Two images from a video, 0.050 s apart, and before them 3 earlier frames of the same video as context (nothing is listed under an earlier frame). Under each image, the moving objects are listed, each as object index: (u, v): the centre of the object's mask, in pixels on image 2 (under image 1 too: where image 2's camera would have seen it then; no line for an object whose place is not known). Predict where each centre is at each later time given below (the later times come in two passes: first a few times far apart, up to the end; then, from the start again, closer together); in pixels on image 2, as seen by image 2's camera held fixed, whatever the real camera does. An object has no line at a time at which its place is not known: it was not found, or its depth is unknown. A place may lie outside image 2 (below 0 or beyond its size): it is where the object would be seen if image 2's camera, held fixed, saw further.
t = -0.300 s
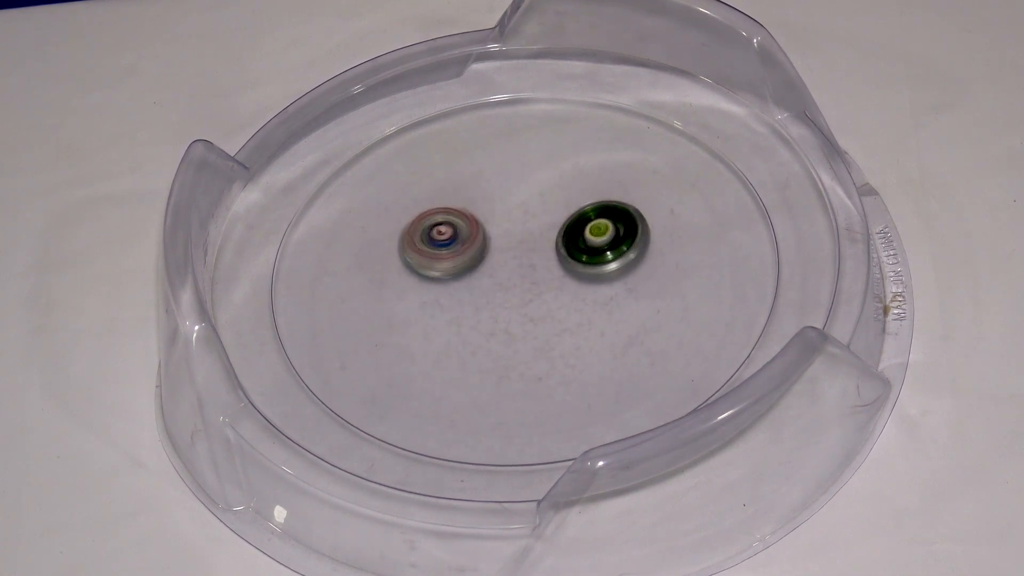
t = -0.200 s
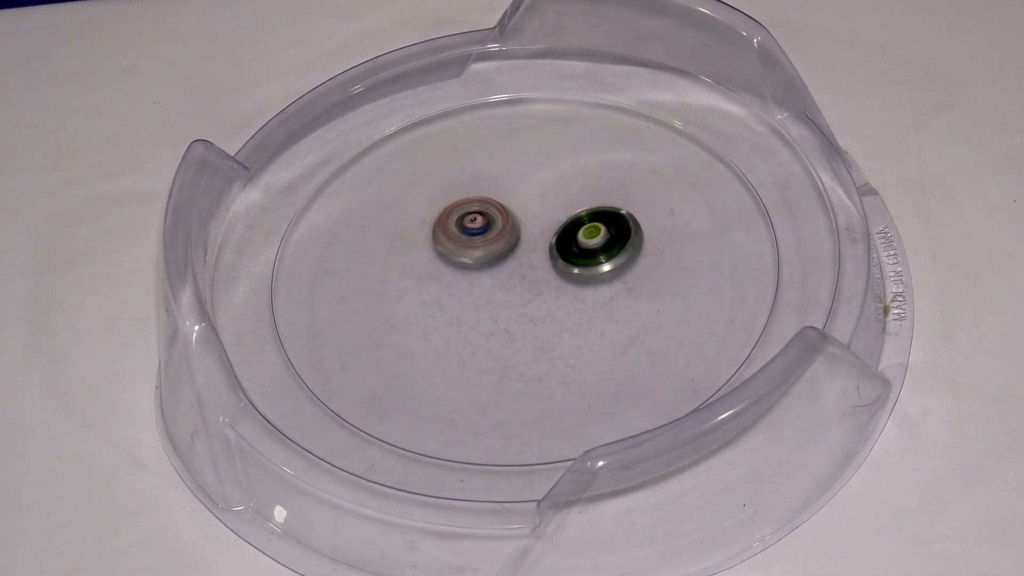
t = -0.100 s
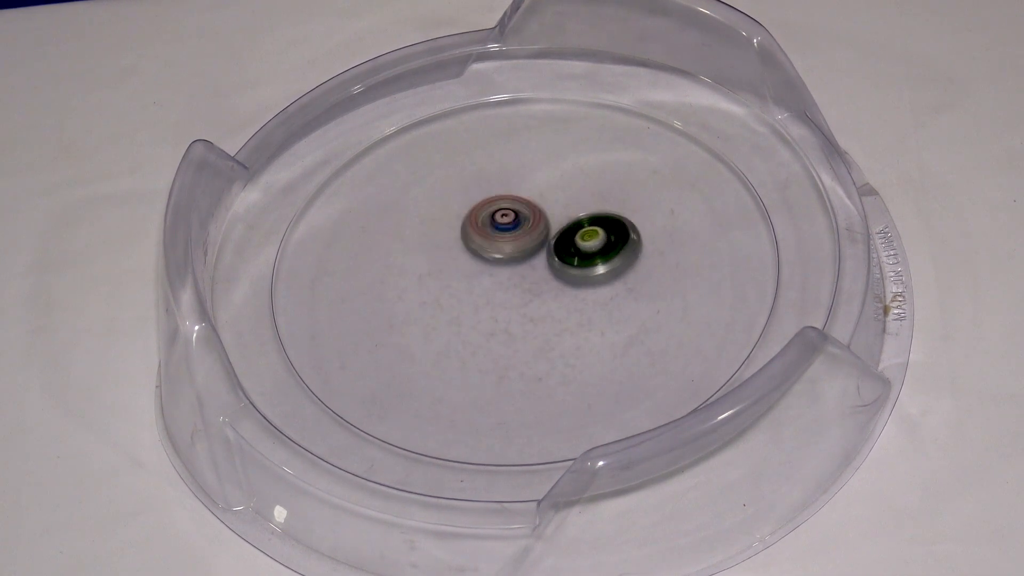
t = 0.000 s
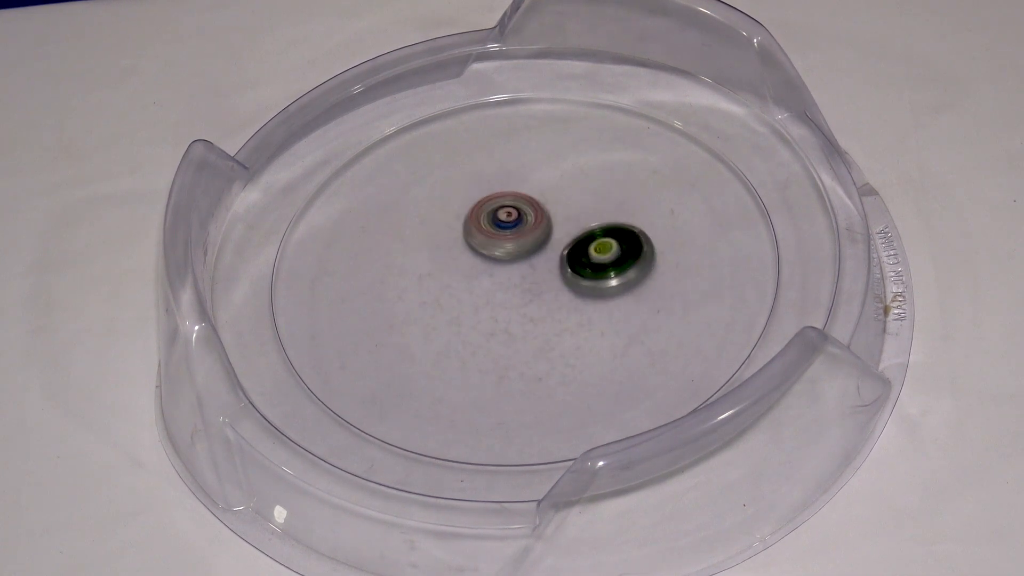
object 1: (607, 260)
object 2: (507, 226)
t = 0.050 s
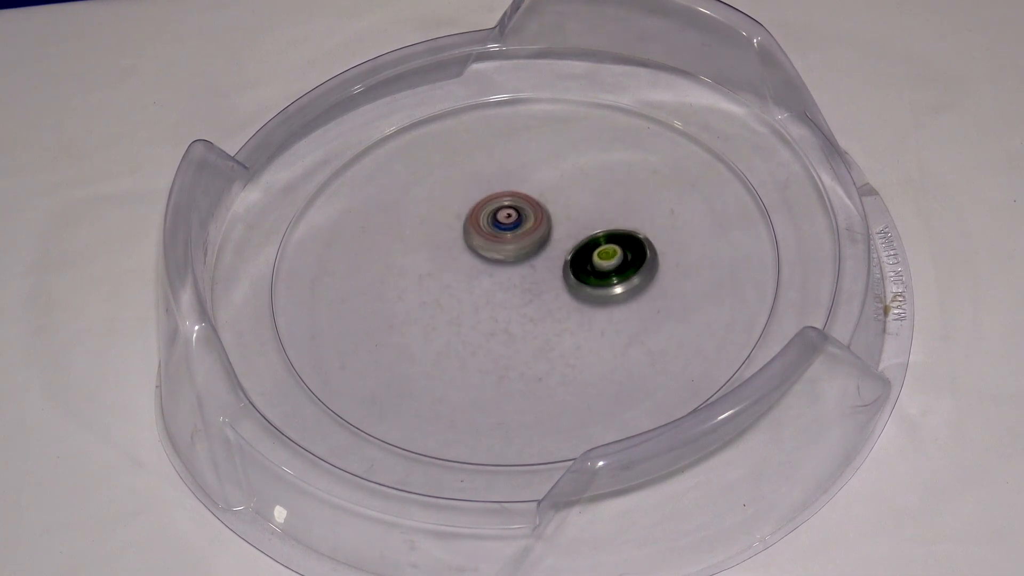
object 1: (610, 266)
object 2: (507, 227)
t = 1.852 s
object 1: (576, 227)
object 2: (530, 296)
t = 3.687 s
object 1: (459, 277)
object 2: (585, 306)
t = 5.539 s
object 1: (486, 352)
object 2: (597, 236)
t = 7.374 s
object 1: (514, 291)
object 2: (587, 239)
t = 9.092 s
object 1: (497, 281)
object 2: (592, 270)
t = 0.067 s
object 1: (610, 268)
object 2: (509, 228)
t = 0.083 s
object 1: (609, 269)
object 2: (512, 229)
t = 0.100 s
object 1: (607, 270)
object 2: (516, 231)
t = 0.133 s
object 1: (604, 271)
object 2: (524, 234)
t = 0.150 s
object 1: (603, 271)
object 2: (528, 236)
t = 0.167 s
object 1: (607, 273)
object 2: (527, 235)
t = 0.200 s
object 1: (614, 277)
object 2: (521, 234)
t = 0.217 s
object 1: (616, 279)
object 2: (520, 234)
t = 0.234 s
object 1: (617, 281)
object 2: (519, 235)
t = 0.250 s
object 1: (616, 282)
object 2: (519, 236)
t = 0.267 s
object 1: (615, 283)
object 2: (519, 237)
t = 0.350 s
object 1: (609, 283)
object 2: (526, 252)
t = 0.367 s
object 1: (608, 282)
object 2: (526, 255)
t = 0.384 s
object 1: (608, 282)
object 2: (525, 258)
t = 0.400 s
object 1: (612, 283)
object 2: (520, 260)
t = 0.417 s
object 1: (618, 284)
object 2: (510, 263)
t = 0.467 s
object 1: (629, 286)
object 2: (488, 266)
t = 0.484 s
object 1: (630, 287)
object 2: (483, 269)
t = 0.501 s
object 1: (630, 287)
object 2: (479, 270)
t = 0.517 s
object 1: (629, 287)
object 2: (476, 272)
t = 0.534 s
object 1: (628, 286)
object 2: (475, 273)
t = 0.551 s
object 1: (627, 286)
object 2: (474, 275)
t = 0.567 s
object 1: (626, 286)
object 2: (472, 277)
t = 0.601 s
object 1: (624, 285)
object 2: (471, 280)
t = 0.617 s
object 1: (623, 284)
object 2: (471, 281)
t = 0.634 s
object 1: (621, 283)
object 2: (470, 282)
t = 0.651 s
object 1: (619, 283)
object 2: (470, 284)
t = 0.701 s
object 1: (614, 281)
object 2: (470, 288)
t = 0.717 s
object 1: (612, 281)
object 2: (471, 289)
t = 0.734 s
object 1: (611, 280)
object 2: (471, 290)
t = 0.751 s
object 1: (609, 280)
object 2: (472, 291)
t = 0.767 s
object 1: (608, 279)
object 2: (473, 292)
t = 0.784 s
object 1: (606, 278)
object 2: (475, 293)
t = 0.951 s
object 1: (590, 271)
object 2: (496, 304)
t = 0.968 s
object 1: (588, 270)
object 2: (498, 305)
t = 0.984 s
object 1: (587, 269)
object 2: (501, 306)
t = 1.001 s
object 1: (585, 268)
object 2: (504, 308)
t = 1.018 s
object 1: (583, 266)
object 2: (505, 310)
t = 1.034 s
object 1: (583, 264)
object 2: (504, 313)
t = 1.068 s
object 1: (582, 261)
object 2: (505, 317)
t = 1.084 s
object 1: (581, 260)
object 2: (506, 318)
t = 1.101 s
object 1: (580, 258)
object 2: (506, 320)
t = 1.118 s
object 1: (578, 257)
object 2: (506, 320)
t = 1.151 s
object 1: (576, 255)
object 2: (506, 322)
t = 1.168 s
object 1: (575, 254)
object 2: (506, 323)
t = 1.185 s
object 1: (573, 253)
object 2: (506, 323)
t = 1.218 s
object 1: (571, 252)
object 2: (507, 322)
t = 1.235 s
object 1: (571, 251)
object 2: (507, 322)
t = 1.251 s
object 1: (570, 251)
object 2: (507, 321)
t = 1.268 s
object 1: (569, 251)
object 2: (508, 320)
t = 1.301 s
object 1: (568, 250)
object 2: (509, 319)
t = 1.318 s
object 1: (568, 249)
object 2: (510, 317)
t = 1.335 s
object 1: (567, 249)
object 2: (512, 315)
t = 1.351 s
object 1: (567, 249)
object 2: (513, 313)
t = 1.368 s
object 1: (567, 249)
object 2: (513, 314)
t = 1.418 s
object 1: (580, 230)
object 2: (499, 329)
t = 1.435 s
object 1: (582, 226)
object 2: (496, 333)
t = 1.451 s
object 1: (585, 223)
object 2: (493, 334)
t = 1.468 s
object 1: (587, 220)
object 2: (491, 336)
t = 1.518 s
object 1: (589, 214)
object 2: (486, 336)
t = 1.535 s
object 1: (589, 214)
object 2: (485, 335)
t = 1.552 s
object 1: (589, 213)
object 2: (485, 334)
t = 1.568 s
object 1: (589, 214)
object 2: (484, 333)
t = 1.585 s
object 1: (589, 214)
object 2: (484, 332)
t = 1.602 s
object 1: (588, 214)
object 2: (485, 330)
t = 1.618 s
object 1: (588, 214)
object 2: (486, 328)
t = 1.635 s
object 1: (587, 215)
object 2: (487, 326)
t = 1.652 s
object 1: (586, 215)
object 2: (490, 324)
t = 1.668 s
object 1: (586, 216)
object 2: (492, 322)
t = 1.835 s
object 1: (577, 226)
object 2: (527, 298)
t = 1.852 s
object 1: (576, 227)
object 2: (530, 296)
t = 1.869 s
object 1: (576, 227)
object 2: (534, 296)
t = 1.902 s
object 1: (578, 219)
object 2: (535, 305)
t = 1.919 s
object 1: (578, 215)
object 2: (535, 309)
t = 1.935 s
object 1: (579, 213)
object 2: (536, 313)
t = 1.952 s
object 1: (579, 213)
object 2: (536, 315)
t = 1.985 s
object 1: (578, 213)
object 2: (538, 319)
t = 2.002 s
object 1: (577, 214)
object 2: (539, 320)
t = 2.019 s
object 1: (576, 215)
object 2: (540, 320)
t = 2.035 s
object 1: (575, 215)
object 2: (542, 320)
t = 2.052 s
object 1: (573, 216)
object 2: (543, 319)
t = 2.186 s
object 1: (561, 225)
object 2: (554, 299)
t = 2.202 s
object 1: (559, 227)
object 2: (555, 297)
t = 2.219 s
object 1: (554, 222)
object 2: (558, 297)
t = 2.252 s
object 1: (545, 216)
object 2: (561, 305)
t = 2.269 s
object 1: (540, 213)
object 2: (564, 309)
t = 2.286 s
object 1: (535, 212)
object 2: (565, 311)
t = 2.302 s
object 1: (530, 211)
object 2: (566, 313)
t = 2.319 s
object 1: (524, 211)
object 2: (567, 314)
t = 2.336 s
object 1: (518, 211)
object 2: (567, 315)
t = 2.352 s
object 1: (512, 212)
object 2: (567, 314)
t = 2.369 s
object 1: (507, 212)
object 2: (567, 314)
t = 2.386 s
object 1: (502, 214)
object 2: (566, 313)
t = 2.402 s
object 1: (497, 215)
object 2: (566, 311)
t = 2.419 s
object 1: (493, 217)
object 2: (565, 309)
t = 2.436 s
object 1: (489, 219)
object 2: (565, 308)
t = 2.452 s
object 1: (486, 221)
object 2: (563, 305)
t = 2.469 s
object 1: (484, 223)
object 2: (562, 302)
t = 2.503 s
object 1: (481, 227)
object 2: (560, 297)
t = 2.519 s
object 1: (481, 229)
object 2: (560, 295)
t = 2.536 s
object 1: (480, 231)
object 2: (558, 293)
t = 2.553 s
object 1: (481, 233)
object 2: (557, 290)
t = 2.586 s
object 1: (481, 236)
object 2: (555, 286)
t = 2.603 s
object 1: (482, 238)
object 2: (554, 283)
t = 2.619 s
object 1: (481, 238)
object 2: (555, 283)
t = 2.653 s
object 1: (473, 231)
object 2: (566, 288)
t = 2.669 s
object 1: (471, 230)
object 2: (570, 290)
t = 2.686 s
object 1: (469, 228)
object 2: (574, 292)
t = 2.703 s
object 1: (469, 228)
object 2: (576, 293)
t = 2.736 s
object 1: (469, 228)
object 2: (580, 294)
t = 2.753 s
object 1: (469, 229)
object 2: (580, 293)
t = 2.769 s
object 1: (469, 230)
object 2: (581, 293)
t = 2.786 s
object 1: (470, 230)
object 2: (581, 294)
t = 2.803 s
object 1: (470, 230)
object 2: (580, 293)
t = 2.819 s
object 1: (470, 231)
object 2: (581, 293)
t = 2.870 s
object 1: (470, 232)
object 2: (580, 292)
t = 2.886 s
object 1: (470, 233)
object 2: (578, 292)
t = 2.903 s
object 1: (470, 233)
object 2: (578, 291)
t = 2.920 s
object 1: (470, 234)
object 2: (577, 291)
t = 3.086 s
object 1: (477, 243)
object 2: (564, 282)
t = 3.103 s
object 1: (479, 246)
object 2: (562, 280)
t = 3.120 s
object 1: (479, 247)
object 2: (564, 280)
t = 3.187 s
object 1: (479, 251)
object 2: (575, 283)
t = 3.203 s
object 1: (480, 253)
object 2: (577, 284)
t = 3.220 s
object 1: (481, 255)
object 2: (579, 285)
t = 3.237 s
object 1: (483, 257)
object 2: (580, 287)
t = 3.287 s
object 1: (490, 266)
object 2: (579, 291)
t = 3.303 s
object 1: (492, 269)
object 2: (579, 293)
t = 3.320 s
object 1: (493, 271)
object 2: (579, 295)
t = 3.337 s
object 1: (489, 272)
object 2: (586, 297)
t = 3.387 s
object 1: (481, 276)
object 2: (599, 304)
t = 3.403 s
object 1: (479, 277)
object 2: (600, 306)
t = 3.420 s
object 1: (479, 278)
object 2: (601, 307)
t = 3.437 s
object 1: (478, 280)
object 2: (600, 309)
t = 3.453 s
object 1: (478, 281)
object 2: (599, 310)
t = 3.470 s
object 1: (478, 281)
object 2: (597, 312)
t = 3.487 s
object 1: (478, 282)
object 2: (595, 312)
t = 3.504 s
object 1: (479, 282)
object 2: (592, 312)
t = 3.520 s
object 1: (478, 282)
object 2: (588, 313)
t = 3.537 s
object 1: (479, 283)
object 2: (584, 312)
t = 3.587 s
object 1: (479, 284)
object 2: (574, 310)
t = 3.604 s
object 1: (479, 284)
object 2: (571, 309)
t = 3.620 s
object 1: (479, 285)
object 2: (568, 307)
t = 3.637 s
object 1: (474, 283)
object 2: (572, 307)
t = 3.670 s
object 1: (462, 279)
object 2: (581, 307)
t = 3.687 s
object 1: (459, 277)
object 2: (585, 306)
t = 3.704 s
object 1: (457, 275)
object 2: (587, 306)
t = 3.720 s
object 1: (455, 274)
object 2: (590, 305)
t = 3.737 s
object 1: (454, 274)
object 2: (591, 303)
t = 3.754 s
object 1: (453, 273)
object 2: (592, 302)
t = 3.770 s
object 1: (453, 273)
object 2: (592, 301)
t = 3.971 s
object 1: (462, 277)
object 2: (587, 283)
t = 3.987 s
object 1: (463, 277)
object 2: (586, 281)
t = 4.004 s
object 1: (464, 278)
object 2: (586, 279)
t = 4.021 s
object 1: (465, 278)
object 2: (587, 277)
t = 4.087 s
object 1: (477, 278)
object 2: (587, 268)
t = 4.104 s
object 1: (482, 278)
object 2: (588, 267)
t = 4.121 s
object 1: (488, 278)
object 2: (587, 266)
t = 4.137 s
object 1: (493, 278)
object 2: (588, 265)
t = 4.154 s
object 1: (496, 279)
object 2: (592, 262)
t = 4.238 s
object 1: (500, 284)
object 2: (611, 250)
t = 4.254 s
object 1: (501, 284)
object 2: (613, 250)
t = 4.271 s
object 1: (501, 285)
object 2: (612, 250)
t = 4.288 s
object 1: (502, 285)
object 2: (612, 250)
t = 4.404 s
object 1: (508, 289)
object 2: (601, 257)
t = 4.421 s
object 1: (510, 290)
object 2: (598, 257)
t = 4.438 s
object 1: (510, 291)
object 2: (595, 258)
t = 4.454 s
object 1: (509, 292)
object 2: (593, 259)
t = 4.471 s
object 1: (503, 295)
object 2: (596, 257)
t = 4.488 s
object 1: (496, 299)
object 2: (603, 255)
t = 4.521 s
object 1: (482, 307)
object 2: (614, 250)
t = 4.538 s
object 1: (477, 311)
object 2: (617, 249)
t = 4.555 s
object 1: (473, 315)
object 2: (620, 248)
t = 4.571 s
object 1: (471, 319)
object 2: (621, 248)
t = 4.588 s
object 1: (469, 322)
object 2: (621, 249)
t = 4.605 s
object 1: (467, 326)
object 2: (620, 250)
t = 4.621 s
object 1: (466, 330)
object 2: (618, 251)
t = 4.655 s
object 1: (465, 336)
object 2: (612, 256)
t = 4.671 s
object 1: (465, 338)
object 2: (608, 259)
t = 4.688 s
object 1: (465, 340)
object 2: (605, 260)
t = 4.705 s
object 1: (466, 341)
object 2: (602, 262)
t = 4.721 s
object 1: (467, 342)
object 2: (599, 264)
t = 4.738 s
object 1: (468, 342)
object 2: (595, 265)
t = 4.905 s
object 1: (484, 336)
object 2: (563, 282)
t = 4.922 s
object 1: (486, 334)
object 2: (560, 283)
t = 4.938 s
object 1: (488, 334)
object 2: (558, 285)
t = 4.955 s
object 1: (488, 334)
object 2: (556, 285)
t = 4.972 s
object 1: (488, 335)
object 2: (558, 284)
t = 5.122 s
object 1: (488, 336)
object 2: (560, 273)
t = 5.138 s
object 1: (488, 336)
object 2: (560, 270)
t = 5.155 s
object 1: (488, 335)
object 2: (560, 270)
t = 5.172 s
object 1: (489, 335)
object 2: (559, 269)
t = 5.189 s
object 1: (491, 334)
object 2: (559, 270)
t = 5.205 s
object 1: (492, 334)
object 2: (557, 270)
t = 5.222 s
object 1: (494, 333)
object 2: (557, 272)
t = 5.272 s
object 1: (497, 332)
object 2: (553, 275)
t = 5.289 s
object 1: (498, 332)
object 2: (553, 276)
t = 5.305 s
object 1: (497, 333)
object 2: (552, 276)
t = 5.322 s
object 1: (496, 334)
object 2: (553, 275)
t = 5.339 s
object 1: (489, 340)
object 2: (558, 268)
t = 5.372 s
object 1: (483, 347)
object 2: (570, 255)
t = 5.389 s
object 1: (480, 349)
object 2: (577, 250)
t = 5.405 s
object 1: (479, 351)
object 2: (581, 245)
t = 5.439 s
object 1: (479, 354)
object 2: (587, 238)
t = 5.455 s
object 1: (479, 355)
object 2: (590, 236)
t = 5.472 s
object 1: (481, 354)
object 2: (591, 235)
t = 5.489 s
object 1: (482, 355)
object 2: (594, 234)
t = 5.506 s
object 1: (483, 354)
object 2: (595, 234)
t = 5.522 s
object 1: (484, 353)
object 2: (597, 235)
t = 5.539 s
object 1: (486, 352)
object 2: (597, 236)
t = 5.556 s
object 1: (488, 351)
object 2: (599, 237)
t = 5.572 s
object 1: (490, 349)
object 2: (598, 237)
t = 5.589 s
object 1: (492, 348)
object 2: (599, 239)
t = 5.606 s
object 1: (494, 346)
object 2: (597, 241)
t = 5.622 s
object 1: (497, 345)
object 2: (597, 244)
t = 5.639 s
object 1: (499, 343)
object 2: (595, 246)
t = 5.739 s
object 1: (516, 329)
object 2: (581, 258)
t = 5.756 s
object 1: (519, 325)
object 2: (579, 260)
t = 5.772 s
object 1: (523, 322)
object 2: (576, 261)
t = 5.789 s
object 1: (525, 320)
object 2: (577, 260)
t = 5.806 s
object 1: (525, 321)
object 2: (576, 256)
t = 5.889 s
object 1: (528, 320)
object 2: (579, 242)
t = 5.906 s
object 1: (529, 320)
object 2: (578, 240)
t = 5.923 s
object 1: (530, 319)
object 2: (576, 240)
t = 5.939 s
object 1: (532, 318)
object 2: (574, 241)
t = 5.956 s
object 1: (533, 317)
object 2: (573, 242)
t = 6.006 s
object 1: (538, 314)
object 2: (571, 246)
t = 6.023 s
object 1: (540, 314)
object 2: (570, 247)
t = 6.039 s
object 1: (540, 316)
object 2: (571, 246)
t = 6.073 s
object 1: (539, 319)
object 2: (571, 247)
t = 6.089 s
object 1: (540, 319)
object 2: (571, 246)
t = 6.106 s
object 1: (541, 320)
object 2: (571, 247)
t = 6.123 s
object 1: (541, 321)
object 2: (571, 248)
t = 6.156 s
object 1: (544, 322)
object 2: (570, 250)
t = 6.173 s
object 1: (545, 322)
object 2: (569, 252)
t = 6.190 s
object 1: (546, 322)
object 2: (570, 253)
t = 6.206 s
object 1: (546, 322)
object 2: (570, 255)
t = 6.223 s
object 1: (546, 323)
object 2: (570, 256)
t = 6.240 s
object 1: (545, 324)
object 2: (570, 256)
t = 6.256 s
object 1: (544, 324)
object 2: (570, 257)
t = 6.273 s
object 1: (543, 325)
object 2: (570, 257)
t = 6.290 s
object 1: (541, 327)
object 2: (570, 256)
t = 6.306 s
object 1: (539, 328)
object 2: (572, 254)
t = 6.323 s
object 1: (538, 329)
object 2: (571, 253)
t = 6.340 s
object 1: (537, 329)
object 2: (572, 254)
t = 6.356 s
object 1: (535, 330)
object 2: (573, 254)
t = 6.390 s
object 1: (534, 330)
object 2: (577, 256)
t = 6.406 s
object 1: (533, 330)
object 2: (578, 256)
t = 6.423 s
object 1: (532, 329)
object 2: (580, 257)
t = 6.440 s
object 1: (532, 328)
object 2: (580, 258)
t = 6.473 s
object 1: (531, 326)
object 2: (580, 262)
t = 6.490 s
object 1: (530, 325)
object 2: (579, 263)
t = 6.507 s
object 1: (529, 324)
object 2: (580, 264)
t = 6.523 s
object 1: (526, 325)
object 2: (580, 261)
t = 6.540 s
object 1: (524, 326)
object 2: (582, 260)
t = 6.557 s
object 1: (521, 326)
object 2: (582, 258)
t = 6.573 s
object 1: (520, 325)
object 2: (581, 258)
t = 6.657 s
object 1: (515, 317)
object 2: (577, 260)
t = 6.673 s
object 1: (515, 316)
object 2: (576, 261)
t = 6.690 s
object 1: (512, 314)
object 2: (576, 259)
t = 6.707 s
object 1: (506, 317)
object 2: (580, 253)
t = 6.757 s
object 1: (495, 319)
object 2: (588, 238)
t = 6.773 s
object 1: (493, 319)
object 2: (590, 236)
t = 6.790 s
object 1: (492, 318)
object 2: (591, 234)
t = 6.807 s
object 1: (493, 317)
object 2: (591, 233)
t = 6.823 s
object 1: (495, 317)
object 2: (591, 232)
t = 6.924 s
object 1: (503, 308)
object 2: (589, 228)
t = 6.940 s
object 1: (505, 305)
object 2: (589, 227)
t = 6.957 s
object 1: (507, 302)
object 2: (588, 228)
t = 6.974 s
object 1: (509, 300)
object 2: (587, 229)
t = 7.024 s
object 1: (516, 292)
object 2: (583, 232)
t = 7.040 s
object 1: (519, 289)
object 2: (581, 232)
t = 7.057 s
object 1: (521, 288)
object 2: (583, 231)
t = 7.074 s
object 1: (521, 287)
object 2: (584, 230)
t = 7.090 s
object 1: (522, 286)
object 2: (584, 229)
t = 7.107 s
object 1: (522, 286)
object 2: (584, 229)
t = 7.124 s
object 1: (521, 288)
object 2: (586, 228)
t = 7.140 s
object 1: (520, 289)
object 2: (587, 225)
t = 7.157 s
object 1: (519, 291)
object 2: (588, 225)
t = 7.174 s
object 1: (517, 291)
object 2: (588, 225)
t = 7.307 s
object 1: (517, 290)
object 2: (586, 232)
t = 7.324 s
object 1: (517, 289)
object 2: (585, 234)
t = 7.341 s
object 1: (517, 289)
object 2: (584, 236)
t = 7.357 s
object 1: (517, 289)
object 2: (585, 238)
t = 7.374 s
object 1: (514, 291)
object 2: (587, 239)
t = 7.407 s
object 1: (509, 293)
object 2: (592, 238)
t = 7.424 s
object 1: (507, 294)
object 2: (593, 237)
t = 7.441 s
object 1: (506, 294)
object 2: (593, 238)
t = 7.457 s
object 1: (504, 294)
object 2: (593, 239)
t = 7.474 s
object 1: (503, 295)
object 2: (593, 240)
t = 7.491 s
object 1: (502, 294)
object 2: (592, 242)
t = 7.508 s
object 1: (502, 294)
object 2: (593, 245)
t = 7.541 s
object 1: (502, 293)
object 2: (594, 249)
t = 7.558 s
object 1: (501, 293)
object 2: (594, 252)
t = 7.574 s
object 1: (502, 292)
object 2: (594, 253)
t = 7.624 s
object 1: (503, 291)
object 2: (594, 258)
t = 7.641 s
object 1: (504, 290)
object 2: (593, 260)
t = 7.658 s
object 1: (504, 290)
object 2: (594, 263)
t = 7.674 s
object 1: (503, 290)
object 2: (595, 264)
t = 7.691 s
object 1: (504, 290)
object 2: (596, 264)
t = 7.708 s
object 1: (505, 289)
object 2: (596, 266)
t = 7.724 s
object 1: (507, 288)
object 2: (597, 266)
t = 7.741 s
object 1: (507, 287)
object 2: (597, 265)
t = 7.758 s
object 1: (507, 287)
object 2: (599, 265)
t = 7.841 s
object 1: (507, 289)
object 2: (600, 263)
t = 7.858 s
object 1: (509, 289)
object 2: (599, 263)
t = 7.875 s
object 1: (508, 290)
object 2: (601, 263)
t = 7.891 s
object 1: (507, 290)
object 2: (604, 262)
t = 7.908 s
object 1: (507, 290)
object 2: (604, 262)
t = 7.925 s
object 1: (507, 291)
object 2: (605, 262)
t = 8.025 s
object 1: (511, 290)
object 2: (606, 263)
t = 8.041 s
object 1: (512, 290)
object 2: (606, 263)
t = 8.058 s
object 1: (514, 290)
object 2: (606, 264)
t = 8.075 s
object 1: (515, 290)
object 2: (606, 264)
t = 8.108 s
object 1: (517, 290)
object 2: (606, 264)
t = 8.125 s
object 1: (518, 290)
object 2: (606, 263)
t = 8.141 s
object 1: (517, 290)
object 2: (606, 262)
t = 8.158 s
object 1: (513, 290)
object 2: (610, 261)
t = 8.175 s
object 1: (509, 289)
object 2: (613, 261)
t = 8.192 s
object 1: (507, 288)
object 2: (614, 260)
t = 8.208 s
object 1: (504, 287)
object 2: (615, 260)
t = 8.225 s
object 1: (503, 287)
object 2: (615, 260)
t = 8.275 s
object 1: (503, 286)
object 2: (612, 261)
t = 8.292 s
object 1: (503, 285)
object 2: (611, 262)
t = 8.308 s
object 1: (503, 286)
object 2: (609, 264)
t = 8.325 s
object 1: (503, 286)
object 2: (607, 266)
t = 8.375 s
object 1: (501, 285)
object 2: (603, 270)
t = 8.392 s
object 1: (500, 285)
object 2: (602, 271)
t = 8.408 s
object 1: (500, 285)
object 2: (601, 273)
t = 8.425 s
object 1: (500, 285)
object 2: (600, 274)
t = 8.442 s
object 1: (500, 285)
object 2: (599, 275)
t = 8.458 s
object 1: (500, 286)
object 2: (598, 276)
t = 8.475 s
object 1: (500, 287)
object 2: (598, 278)
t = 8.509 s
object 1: (502, 288)
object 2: (597, 280)
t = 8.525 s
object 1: (504, 288)
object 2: (598, 281)
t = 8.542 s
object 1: (506, 288)
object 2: (599, 282)
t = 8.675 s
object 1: (505, 290)
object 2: (601, 283)
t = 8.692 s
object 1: (504, 290)
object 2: (601, 282)
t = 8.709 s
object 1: (503, 290)
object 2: (602, 282)
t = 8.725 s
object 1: (503, 289)
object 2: (603, 282)
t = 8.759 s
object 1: (503, 289)
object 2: (604, 280)
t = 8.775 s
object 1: (502, 288)
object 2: (603, 281)
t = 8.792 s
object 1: (501, 288)
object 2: (602, 281)
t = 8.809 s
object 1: (501, 288)
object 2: (602, 281)
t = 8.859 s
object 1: (502, 288)
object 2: (597, 281)
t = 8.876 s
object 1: (503, 287)
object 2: (596, 282)
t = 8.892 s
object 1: (504, 286)
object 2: (594, 283)
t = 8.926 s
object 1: (505, 284)
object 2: (592, 282)
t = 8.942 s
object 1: (505, 283)
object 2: (591, 283)
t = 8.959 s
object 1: (503, 283)
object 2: (591, 282)
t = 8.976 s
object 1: (502, 282)
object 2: (592, 281)
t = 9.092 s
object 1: (497, 281)
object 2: (592, 270)
